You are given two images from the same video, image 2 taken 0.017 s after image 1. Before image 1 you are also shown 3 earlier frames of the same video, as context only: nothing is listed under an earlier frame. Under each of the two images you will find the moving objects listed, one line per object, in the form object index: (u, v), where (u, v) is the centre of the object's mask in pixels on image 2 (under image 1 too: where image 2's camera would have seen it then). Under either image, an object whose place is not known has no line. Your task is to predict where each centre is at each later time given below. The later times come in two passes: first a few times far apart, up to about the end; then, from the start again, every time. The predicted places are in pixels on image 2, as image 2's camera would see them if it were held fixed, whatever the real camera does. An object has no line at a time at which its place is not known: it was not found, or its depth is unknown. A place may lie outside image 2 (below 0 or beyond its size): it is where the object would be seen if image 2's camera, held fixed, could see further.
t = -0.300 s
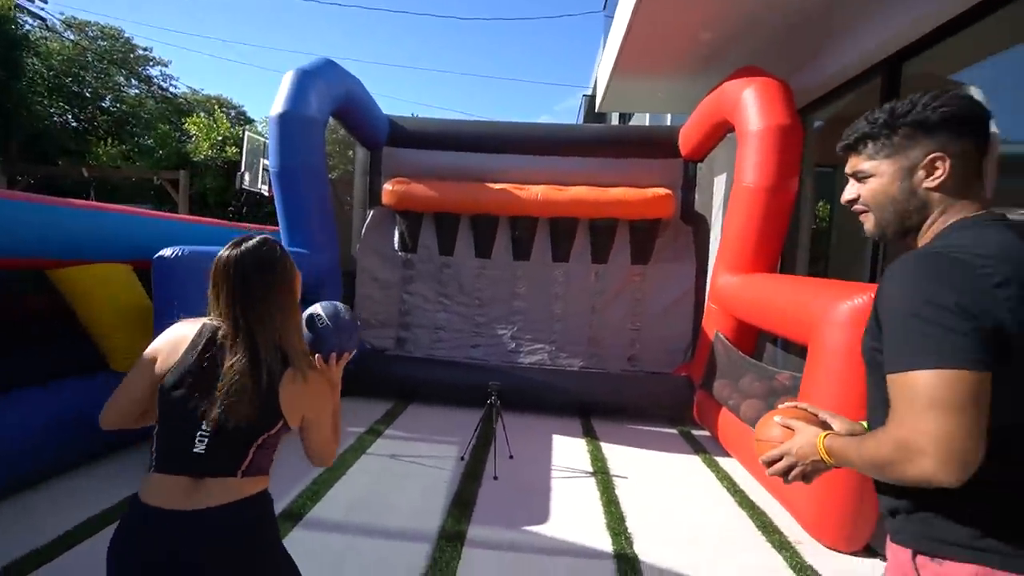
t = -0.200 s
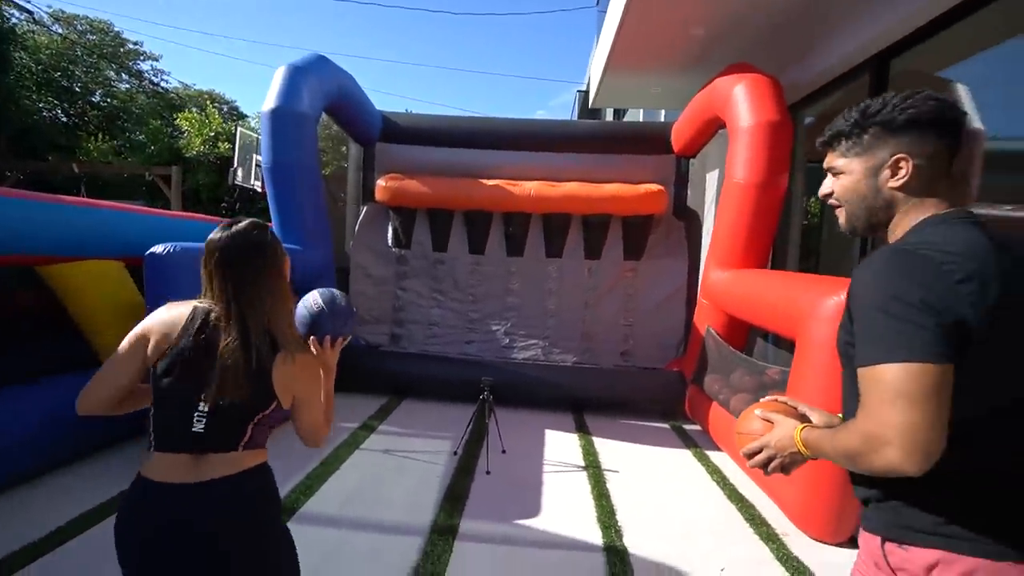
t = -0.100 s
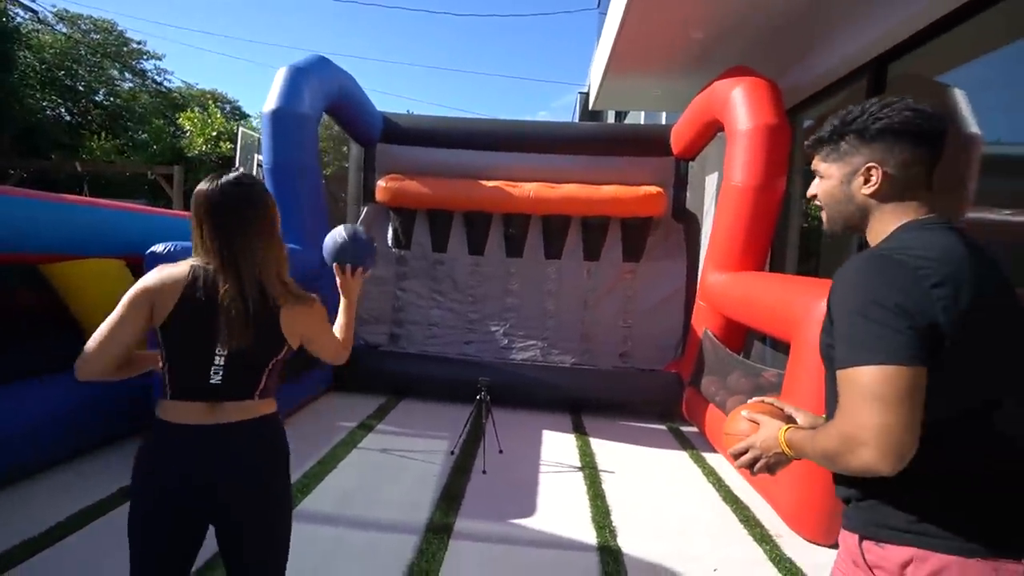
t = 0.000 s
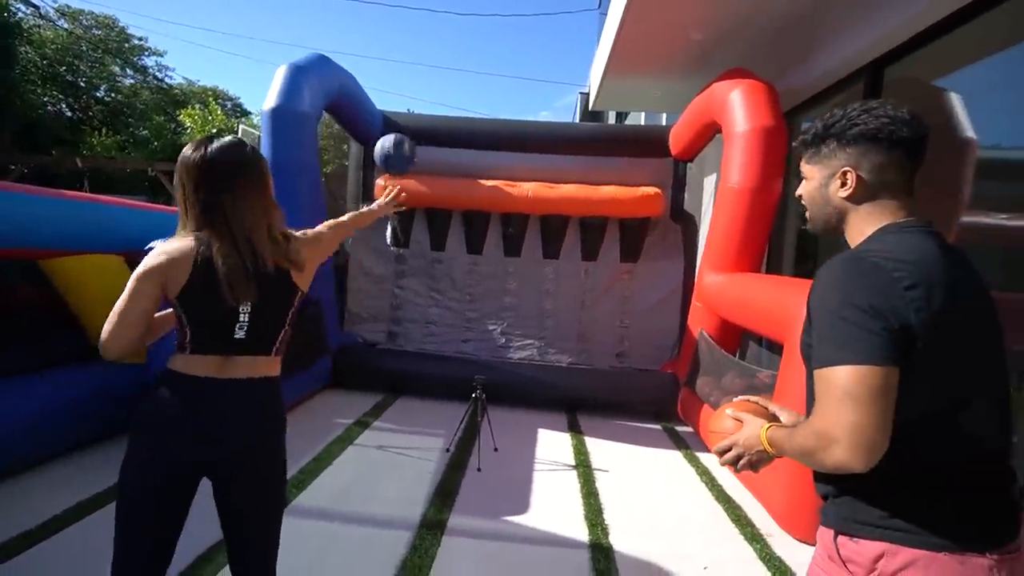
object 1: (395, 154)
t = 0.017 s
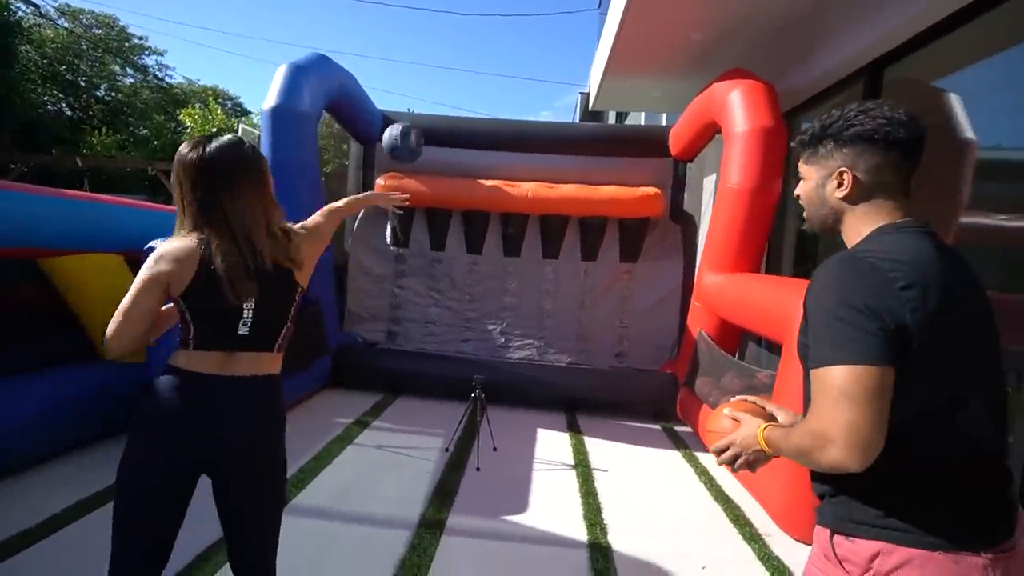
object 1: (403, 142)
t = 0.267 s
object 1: (468, 89)
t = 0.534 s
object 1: (494, 130)
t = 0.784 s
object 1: (510, 162)
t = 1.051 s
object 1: (520, 146)
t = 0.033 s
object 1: (408, 133)
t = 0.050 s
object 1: (414, 125)
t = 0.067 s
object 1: (421, 115)
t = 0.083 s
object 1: (427, 111)
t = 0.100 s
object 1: (431, 106)
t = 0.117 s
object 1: (437, 101)
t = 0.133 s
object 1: (441, 98)
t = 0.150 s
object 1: (445, 95)
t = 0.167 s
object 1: (449, 92)
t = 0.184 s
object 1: (453, 91)
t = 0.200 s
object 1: (456, 89)
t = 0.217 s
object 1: (459, 89)
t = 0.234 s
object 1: (463, 88)
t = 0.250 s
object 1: (465, 88)
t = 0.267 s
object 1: (468, 89)
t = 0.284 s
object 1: (471, 90)
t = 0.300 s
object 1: (473, 91)
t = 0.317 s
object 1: (475, 93)
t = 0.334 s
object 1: (477, 94)
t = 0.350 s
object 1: (479, 96)
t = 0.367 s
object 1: (481, 99)
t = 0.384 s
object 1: (484, 101)
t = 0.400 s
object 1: (486, 104)
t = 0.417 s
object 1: (487, 107)
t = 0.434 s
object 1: (490, 110)
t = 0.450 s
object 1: (491, 113)
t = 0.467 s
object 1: (493, 118)
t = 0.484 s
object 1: (494, 121)
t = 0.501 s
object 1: (494, 124)
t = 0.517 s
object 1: (493, 127)
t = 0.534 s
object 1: (494, 130)
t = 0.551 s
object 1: (497, 137)
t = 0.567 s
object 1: (499, 140)
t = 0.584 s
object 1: (499, 145)
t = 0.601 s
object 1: (500, 149)
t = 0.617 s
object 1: (502, 154)
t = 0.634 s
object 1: (503, 159)
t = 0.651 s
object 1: (503, 163)
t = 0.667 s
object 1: (505, 168)
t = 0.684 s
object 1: (506, 174)
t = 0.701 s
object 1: (507, 177)
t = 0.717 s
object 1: (508, 175)
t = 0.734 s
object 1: (508, 171)
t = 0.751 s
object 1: (508, 167)
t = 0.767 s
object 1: (510, 164)
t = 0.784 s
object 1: (510, 162)
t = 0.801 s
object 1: (511, 159)
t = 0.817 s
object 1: (512, 156)
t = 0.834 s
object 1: (513, 154)
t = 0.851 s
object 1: (513, 153)
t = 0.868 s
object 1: (514, 151)
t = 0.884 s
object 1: (514, 149)
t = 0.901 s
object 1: (515, 148)
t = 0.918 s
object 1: (516, 146)
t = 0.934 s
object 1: (516, 146)
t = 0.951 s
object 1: (516, 145)
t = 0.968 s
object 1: (517, 144)
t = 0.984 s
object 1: (518, 144)
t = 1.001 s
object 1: (518, 144)
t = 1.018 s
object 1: (519, 144)
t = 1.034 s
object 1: (520, 145)
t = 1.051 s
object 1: (520, 146)
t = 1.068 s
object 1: (521, 147)
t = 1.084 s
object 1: (522, 149)
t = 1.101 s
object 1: (522, 150)
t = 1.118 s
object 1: (523, 153)
